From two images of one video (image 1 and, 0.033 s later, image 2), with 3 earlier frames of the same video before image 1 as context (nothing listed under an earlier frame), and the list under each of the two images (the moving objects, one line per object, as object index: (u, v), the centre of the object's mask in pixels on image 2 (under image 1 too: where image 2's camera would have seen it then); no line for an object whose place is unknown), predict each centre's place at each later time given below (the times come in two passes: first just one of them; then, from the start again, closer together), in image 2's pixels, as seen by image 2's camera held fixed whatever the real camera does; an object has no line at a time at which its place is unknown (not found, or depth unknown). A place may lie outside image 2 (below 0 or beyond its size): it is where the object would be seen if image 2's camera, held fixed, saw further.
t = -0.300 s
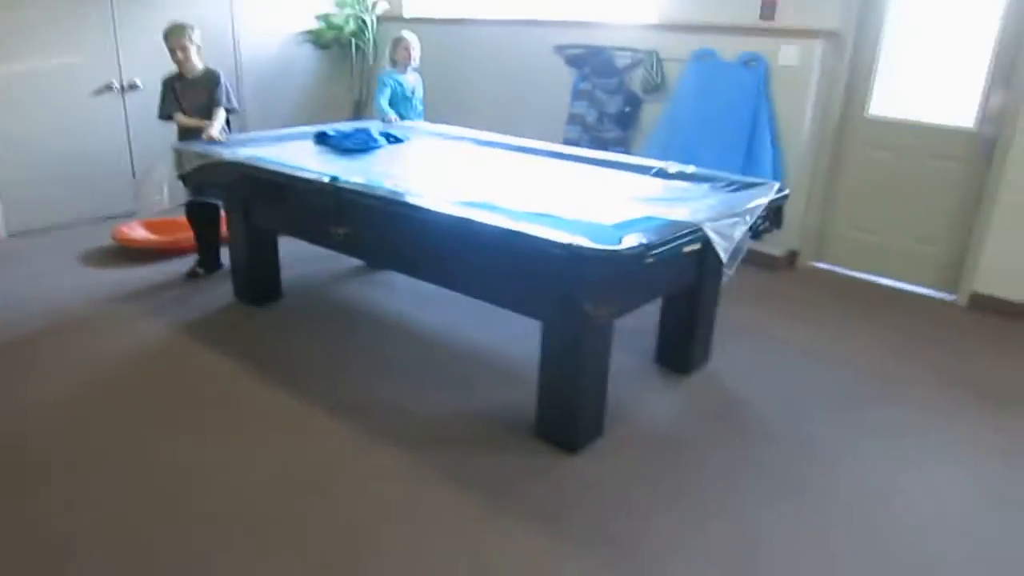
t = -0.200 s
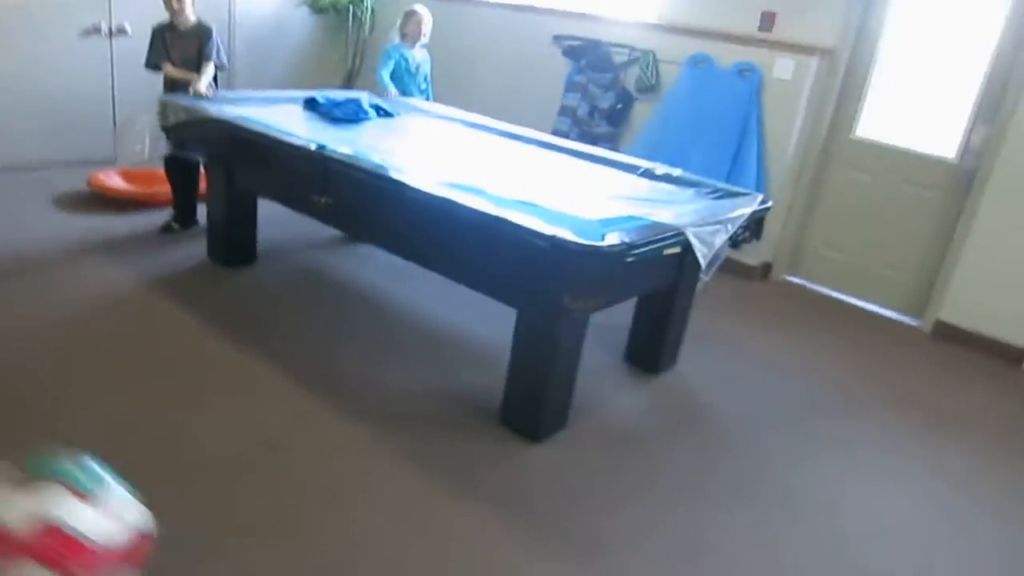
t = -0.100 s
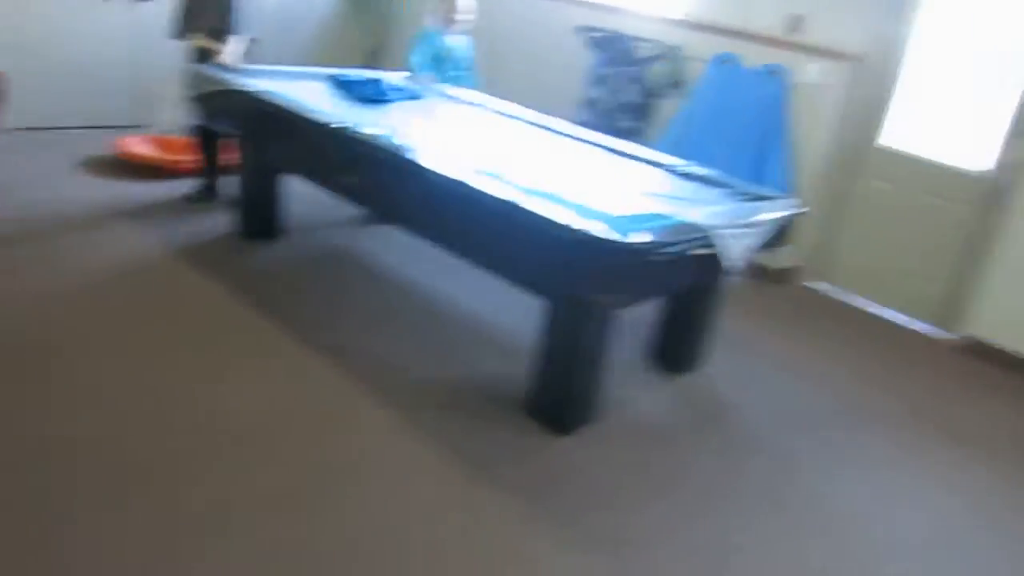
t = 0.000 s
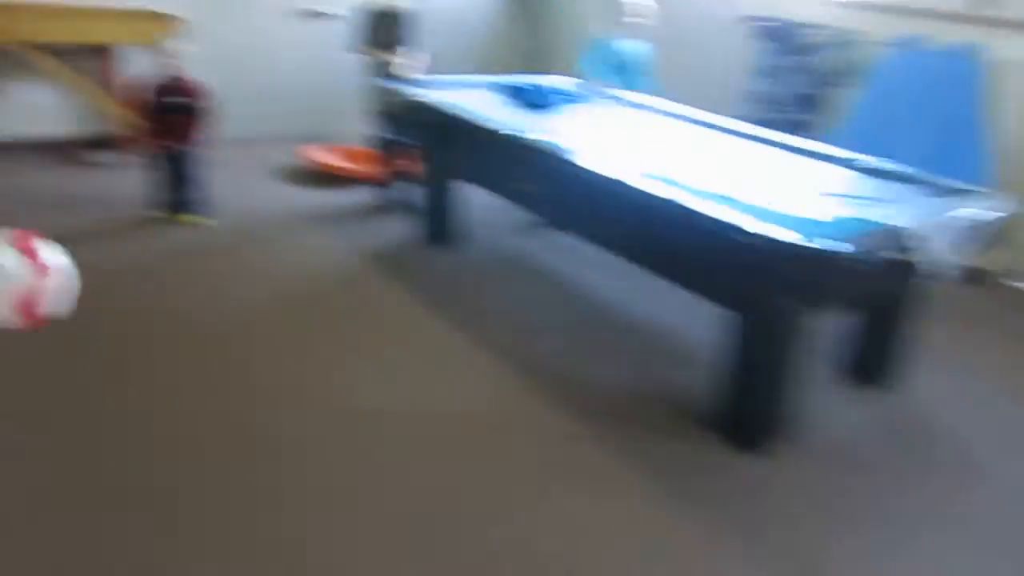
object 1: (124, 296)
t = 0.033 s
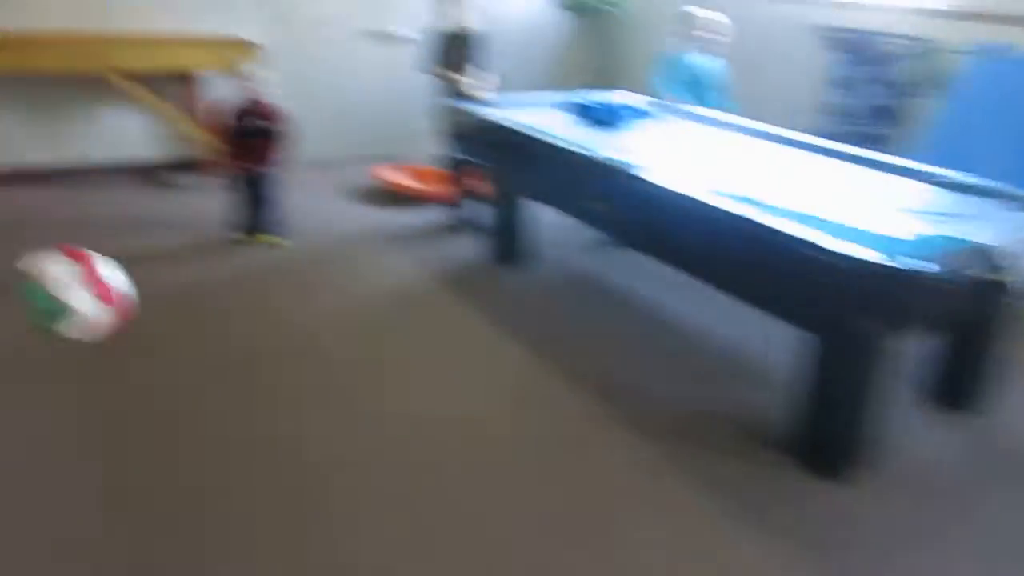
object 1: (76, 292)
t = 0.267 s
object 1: (-42, 393)
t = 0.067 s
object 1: (56, 294)
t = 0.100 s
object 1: (33, 301)
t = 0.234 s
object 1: (-27, 369)
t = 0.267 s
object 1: (-42, 393)
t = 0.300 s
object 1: (-55, 418)
